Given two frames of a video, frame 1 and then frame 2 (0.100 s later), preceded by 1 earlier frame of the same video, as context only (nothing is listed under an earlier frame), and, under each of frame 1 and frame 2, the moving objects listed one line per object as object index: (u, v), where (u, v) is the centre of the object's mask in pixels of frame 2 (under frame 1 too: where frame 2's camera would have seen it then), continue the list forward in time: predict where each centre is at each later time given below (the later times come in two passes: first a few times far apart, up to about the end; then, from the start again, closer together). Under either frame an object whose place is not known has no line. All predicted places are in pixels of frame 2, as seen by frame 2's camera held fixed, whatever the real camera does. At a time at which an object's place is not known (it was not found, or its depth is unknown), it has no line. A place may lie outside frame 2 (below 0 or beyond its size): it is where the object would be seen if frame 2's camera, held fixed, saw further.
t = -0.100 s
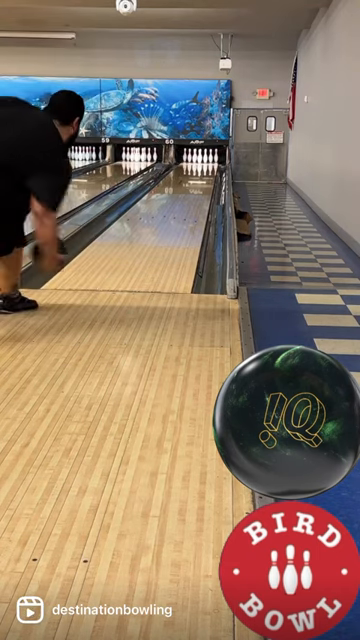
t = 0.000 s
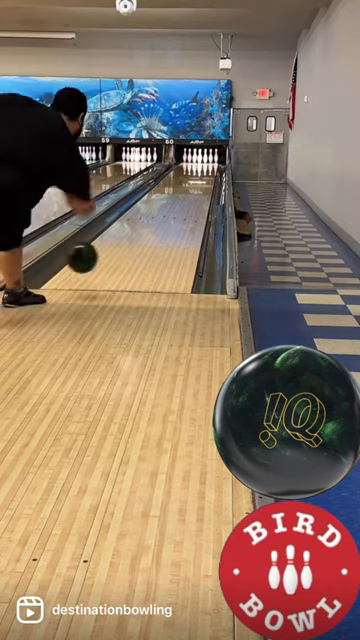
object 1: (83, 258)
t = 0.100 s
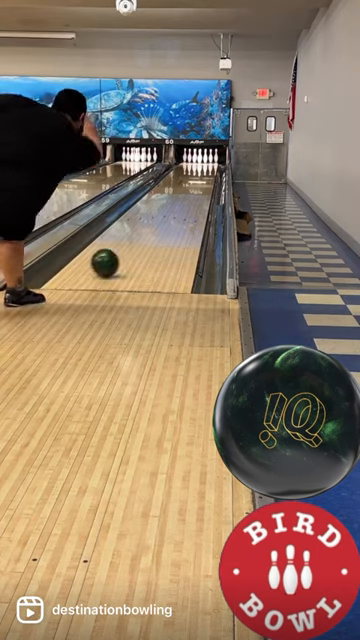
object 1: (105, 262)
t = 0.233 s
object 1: (127, 244)
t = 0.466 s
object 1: (155, 221)
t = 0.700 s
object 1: (173, 205)
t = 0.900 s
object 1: (184, 196)
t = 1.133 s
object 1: (193, 187)
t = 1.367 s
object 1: (199, 180)
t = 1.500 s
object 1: (202, 176)
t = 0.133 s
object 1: (111, 256)
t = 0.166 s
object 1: (117, 251)
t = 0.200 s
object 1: (122, 247)
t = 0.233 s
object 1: (127, 244)
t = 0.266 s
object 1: (132, 240)
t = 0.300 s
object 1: (136, 236)
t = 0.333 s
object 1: (140, 233)
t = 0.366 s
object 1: (144, 230)
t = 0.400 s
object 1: (148, 227)
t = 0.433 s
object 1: (151, 224)
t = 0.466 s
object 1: (155, 221)
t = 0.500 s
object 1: (158, 218)
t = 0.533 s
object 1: (161, 216)
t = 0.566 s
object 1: (163, 214)
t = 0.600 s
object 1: (166, 211)
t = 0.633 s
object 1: (168, 209)
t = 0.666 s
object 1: (171, 207)
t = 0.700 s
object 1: (173, 205)
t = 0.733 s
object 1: (175, 204)
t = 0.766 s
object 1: (177, 202)
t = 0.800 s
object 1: (179, 200)
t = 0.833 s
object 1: (181, 199)
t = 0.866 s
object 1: (182, 197)
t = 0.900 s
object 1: (184, 196)
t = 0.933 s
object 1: (185, 194)
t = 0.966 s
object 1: (186, 193)
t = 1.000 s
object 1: (188, 191)
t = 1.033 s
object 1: (189, 190)
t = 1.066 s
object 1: (191, 189)
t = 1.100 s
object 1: (192, 188)
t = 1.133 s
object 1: (193, 187)
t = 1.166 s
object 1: (194, 186)
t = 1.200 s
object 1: (195, 185)
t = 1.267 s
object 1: (197, 183)
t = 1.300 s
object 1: (198, 182)
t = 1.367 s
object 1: (199, 180)
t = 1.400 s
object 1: (200, 180)
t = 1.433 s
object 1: (201, 178)
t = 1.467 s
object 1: (201, 177)
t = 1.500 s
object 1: (202, 176)
